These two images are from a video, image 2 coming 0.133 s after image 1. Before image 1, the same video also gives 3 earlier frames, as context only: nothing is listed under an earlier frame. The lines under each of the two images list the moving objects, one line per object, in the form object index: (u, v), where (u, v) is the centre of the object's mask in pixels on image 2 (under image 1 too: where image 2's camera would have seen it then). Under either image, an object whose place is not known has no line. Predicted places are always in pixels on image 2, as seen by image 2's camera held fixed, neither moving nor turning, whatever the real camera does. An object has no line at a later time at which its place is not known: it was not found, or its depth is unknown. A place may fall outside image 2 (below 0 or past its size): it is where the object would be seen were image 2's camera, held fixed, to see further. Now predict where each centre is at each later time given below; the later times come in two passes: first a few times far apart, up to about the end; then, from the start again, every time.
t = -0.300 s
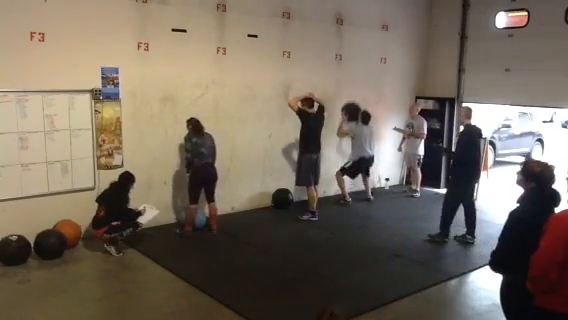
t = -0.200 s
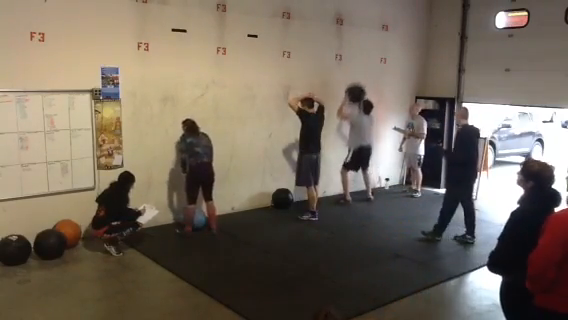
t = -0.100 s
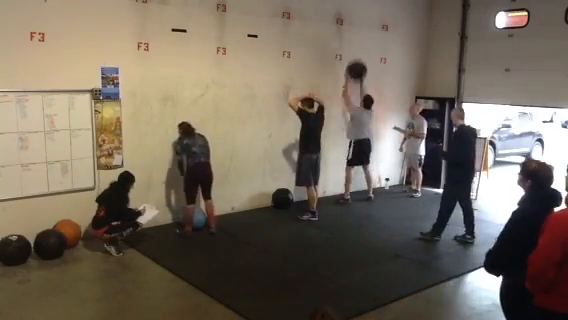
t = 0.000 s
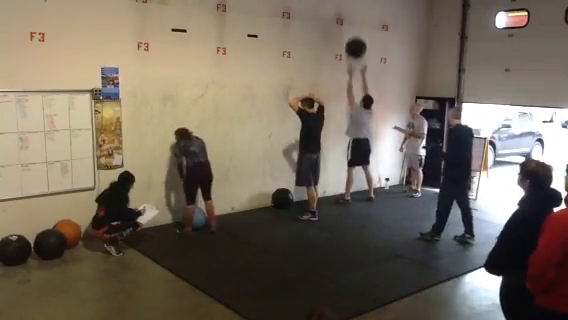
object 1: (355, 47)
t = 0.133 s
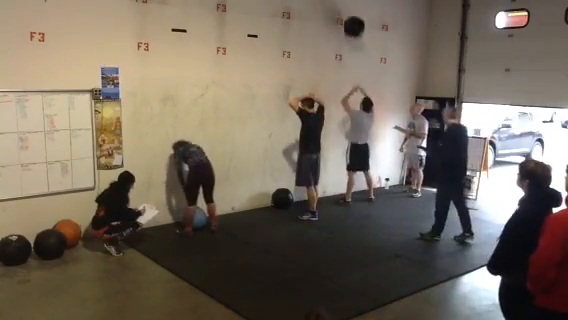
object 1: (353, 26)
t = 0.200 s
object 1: (352, 19)
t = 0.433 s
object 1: (348, 15)
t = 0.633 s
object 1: (348, 33)
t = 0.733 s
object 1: (349, 51)
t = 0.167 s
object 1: (353, 22)
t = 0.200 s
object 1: (352, 19)
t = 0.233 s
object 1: (352, 17)
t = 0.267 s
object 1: (351, 15)
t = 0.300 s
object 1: (351, 14)
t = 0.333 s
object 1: (350, 14)
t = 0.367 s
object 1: (349, 13)
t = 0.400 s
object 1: (349, 14)
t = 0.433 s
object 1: (348, 15)
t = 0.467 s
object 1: (347, 17)
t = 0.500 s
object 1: (347, 20)
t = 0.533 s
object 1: (347, 22)
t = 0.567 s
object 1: (347, 25)
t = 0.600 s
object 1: (348, 29)
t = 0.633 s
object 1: (348, 33)
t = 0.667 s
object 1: (348, 39)
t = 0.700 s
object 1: (349, 44)
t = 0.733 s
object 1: (349, 51)
